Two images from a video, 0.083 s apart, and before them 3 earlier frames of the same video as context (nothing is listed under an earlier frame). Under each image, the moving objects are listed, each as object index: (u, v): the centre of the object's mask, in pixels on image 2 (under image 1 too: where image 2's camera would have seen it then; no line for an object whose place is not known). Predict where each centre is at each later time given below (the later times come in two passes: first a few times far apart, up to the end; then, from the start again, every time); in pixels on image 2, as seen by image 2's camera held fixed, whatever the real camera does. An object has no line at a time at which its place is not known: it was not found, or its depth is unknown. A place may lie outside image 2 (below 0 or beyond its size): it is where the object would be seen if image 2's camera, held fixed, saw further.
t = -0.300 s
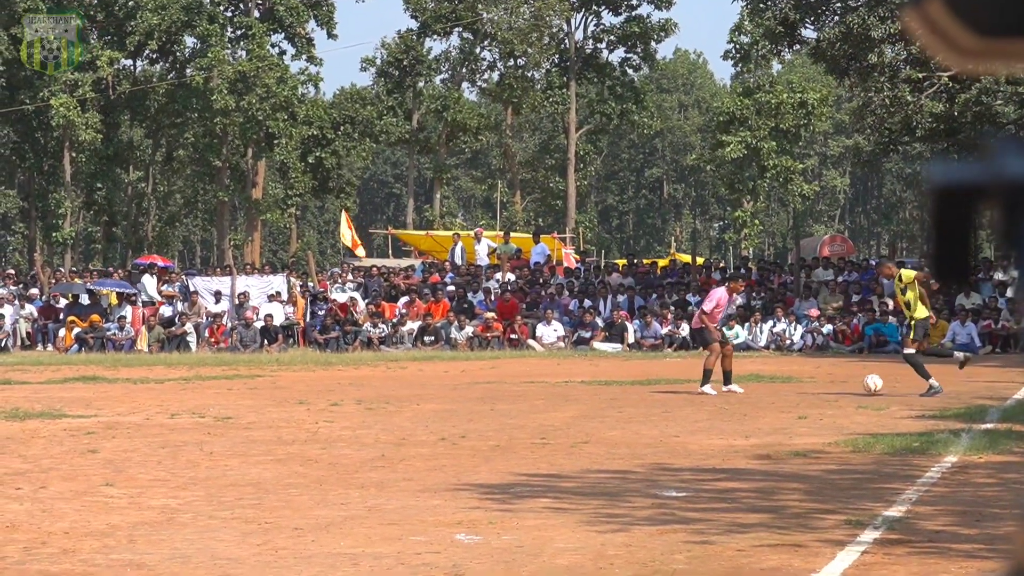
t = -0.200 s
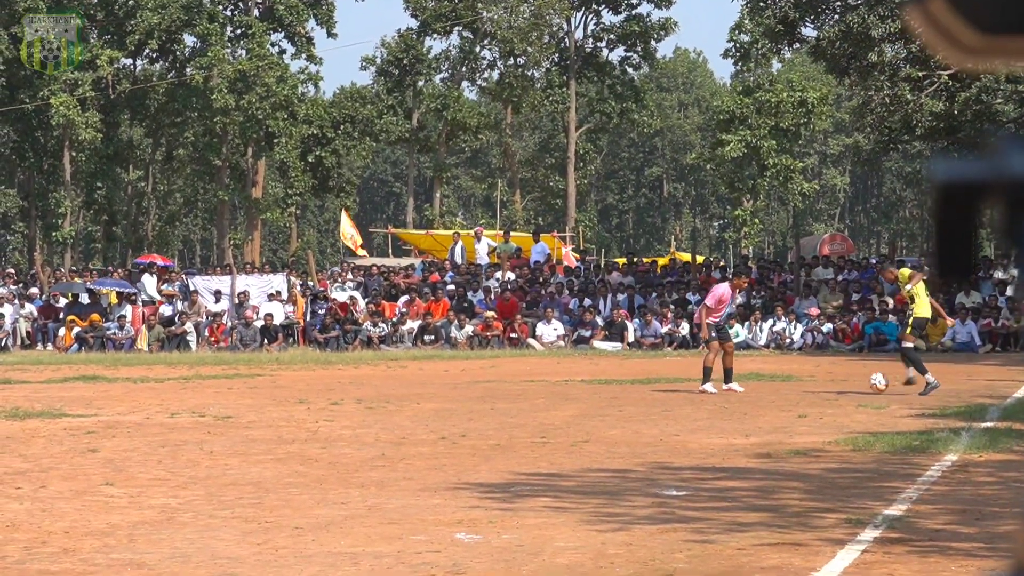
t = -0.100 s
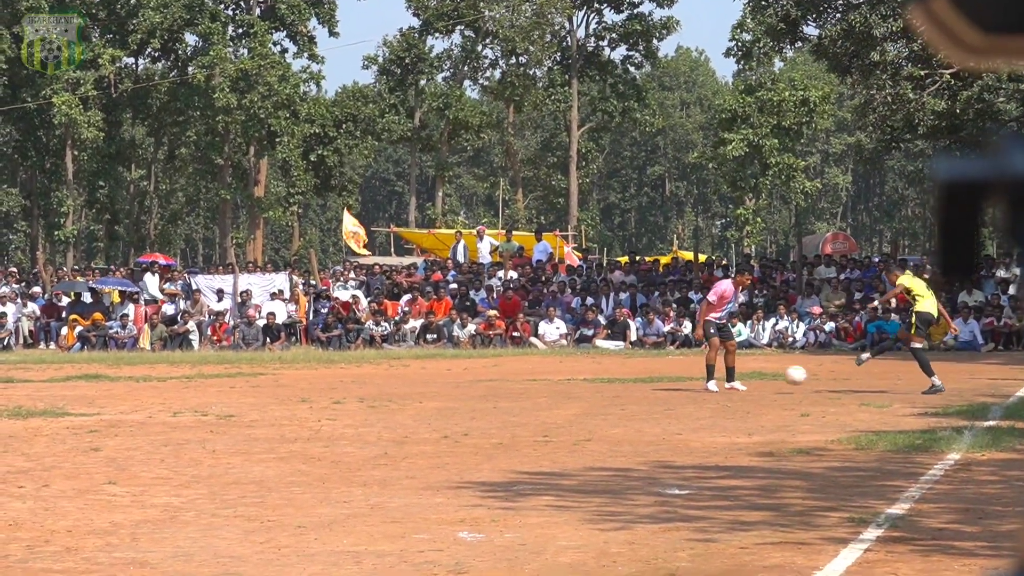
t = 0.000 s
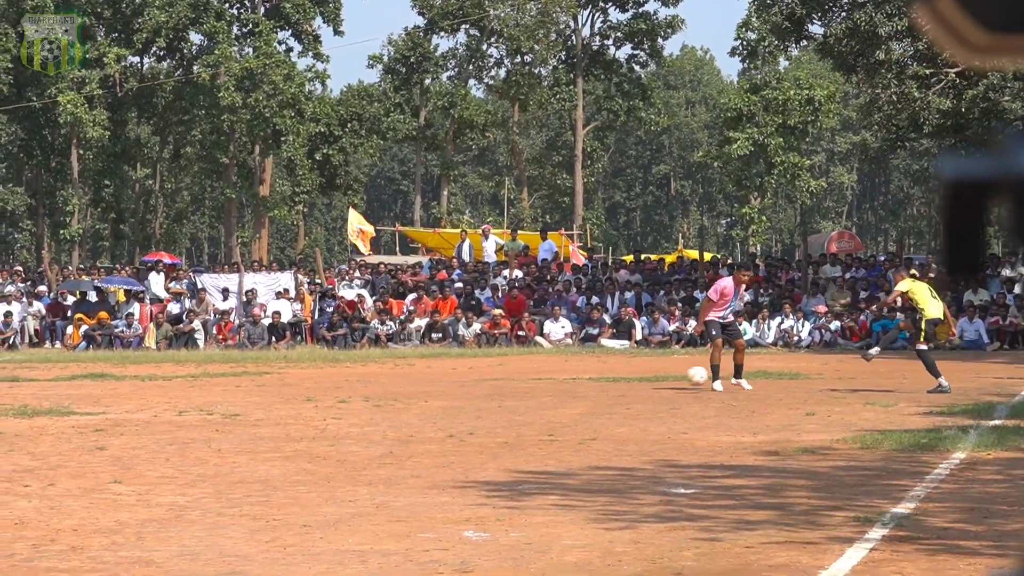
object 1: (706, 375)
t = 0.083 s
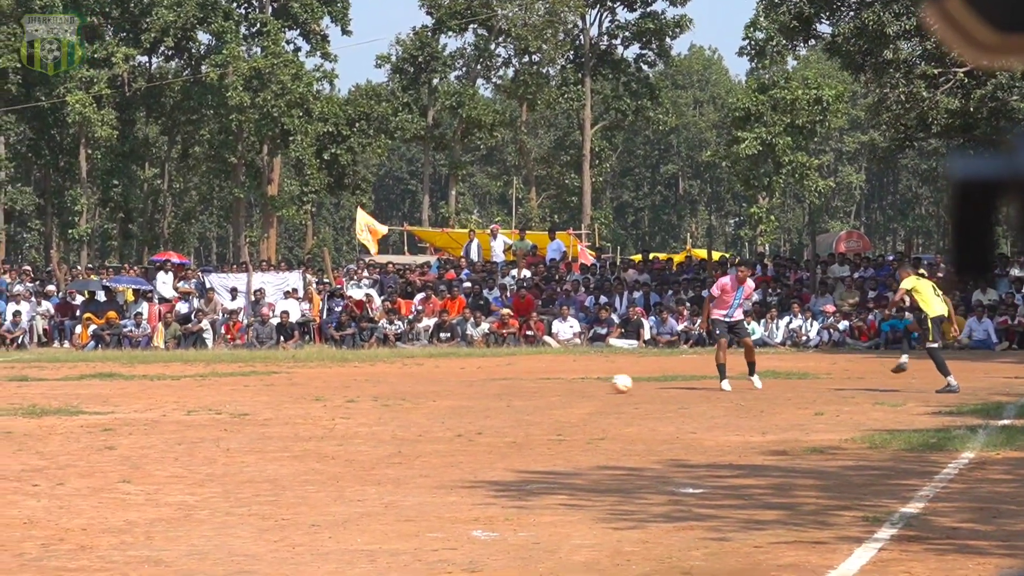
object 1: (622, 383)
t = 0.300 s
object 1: (443, 386)
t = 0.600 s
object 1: (247, 386)
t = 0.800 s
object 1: (128, 388)
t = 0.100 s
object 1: (607, 383)
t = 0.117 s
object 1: (593, 381)
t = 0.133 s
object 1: (579, 380)
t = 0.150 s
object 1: (565, 380)
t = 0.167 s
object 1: (552, 379)
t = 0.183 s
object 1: (538, 379)
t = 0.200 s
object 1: (525, 380)
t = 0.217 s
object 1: (511, 380)
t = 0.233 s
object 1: (497, 381)
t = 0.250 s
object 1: (484, 381)
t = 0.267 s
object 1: (470, 382)
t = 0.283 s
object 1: (456, 384)
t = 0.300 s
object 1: (443, 386)
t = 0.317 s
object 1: (430, 387)
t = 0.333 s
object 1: (418, 386)
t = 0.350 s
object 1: (407, 385)
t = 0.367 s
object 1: (396, 384)
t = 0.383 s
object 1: (385, 384)
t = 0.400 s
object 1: (373, 384)
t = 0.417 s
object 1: (361, 384)
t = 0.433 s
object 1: (349, 385)
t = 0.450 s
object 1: (338, 386)
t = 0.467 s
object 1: (327, 387)
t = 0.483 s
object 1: (317, 386)
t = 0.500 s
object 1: (307, 384)
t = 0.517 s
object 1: (297, 384)
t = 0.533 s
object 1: (286, 384)
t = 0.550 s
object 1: (277, 384)
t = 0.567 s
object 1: (267, 385)
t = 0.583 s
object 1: (257, 385)
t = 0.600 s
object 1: (247, 386)
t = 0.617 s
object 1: (237, 387)
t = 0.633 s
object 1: (227, 388)
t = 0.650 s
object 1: (217, 387)
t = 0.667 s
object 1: (207, 386)
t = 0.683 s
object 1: (197, 385)
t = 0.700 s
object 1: (187, 384)
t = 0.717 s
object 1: (177, 385)
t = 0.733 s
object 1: (167, 385)
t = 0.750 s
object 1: (157, 386)
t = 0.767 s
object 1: (148, 387)
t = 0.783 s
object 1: (138, 388)
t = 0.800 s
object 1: (128, 388)
